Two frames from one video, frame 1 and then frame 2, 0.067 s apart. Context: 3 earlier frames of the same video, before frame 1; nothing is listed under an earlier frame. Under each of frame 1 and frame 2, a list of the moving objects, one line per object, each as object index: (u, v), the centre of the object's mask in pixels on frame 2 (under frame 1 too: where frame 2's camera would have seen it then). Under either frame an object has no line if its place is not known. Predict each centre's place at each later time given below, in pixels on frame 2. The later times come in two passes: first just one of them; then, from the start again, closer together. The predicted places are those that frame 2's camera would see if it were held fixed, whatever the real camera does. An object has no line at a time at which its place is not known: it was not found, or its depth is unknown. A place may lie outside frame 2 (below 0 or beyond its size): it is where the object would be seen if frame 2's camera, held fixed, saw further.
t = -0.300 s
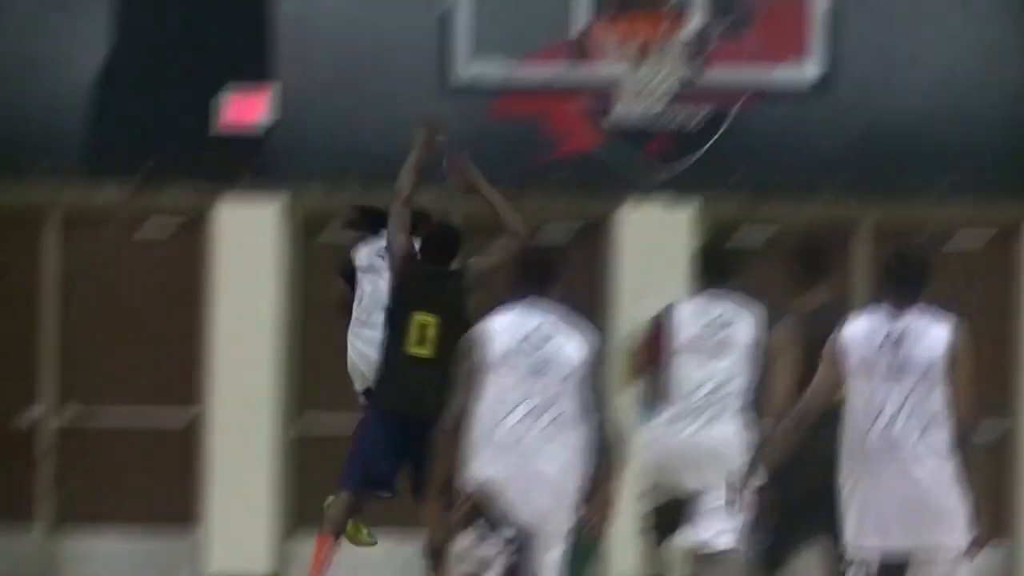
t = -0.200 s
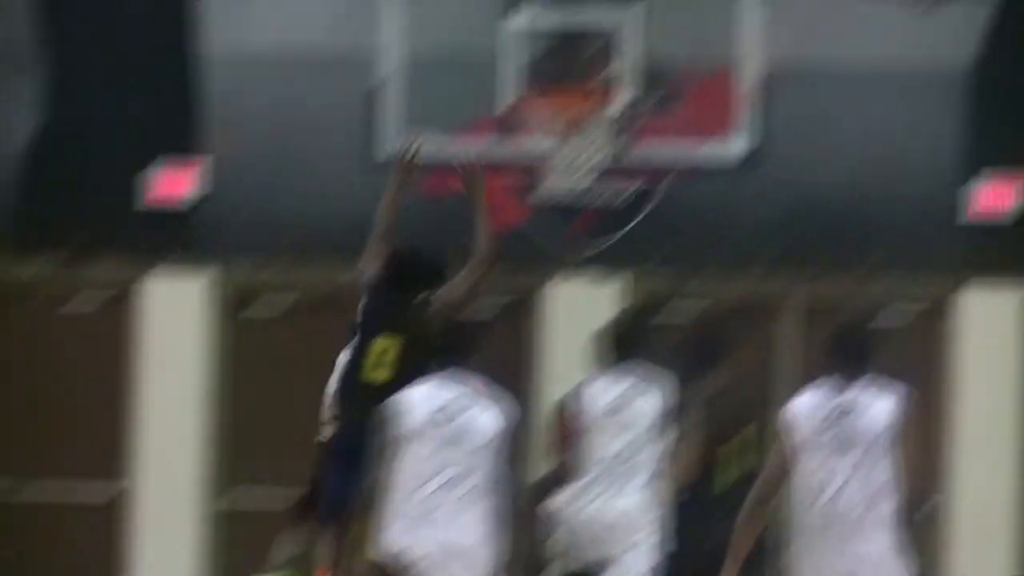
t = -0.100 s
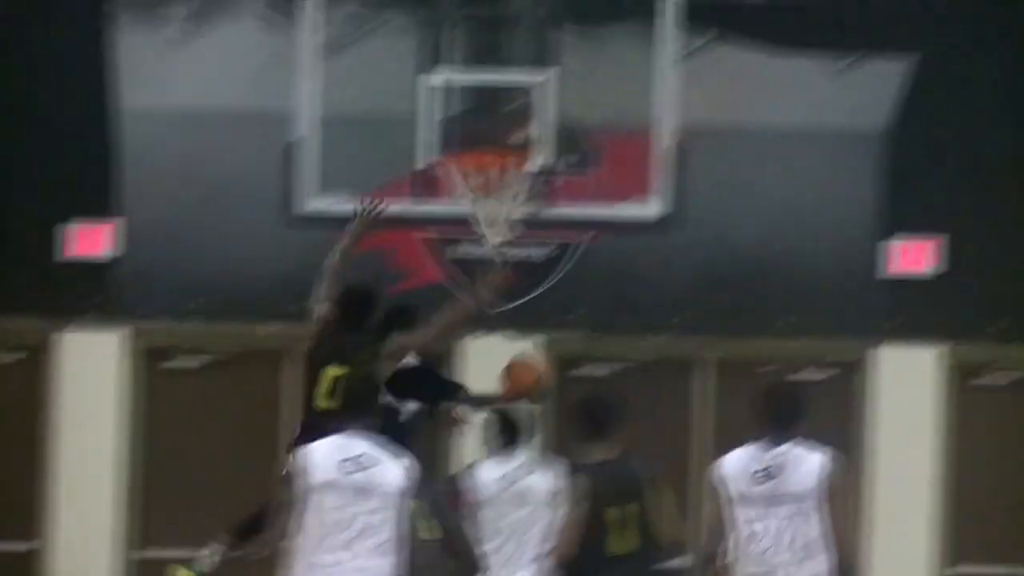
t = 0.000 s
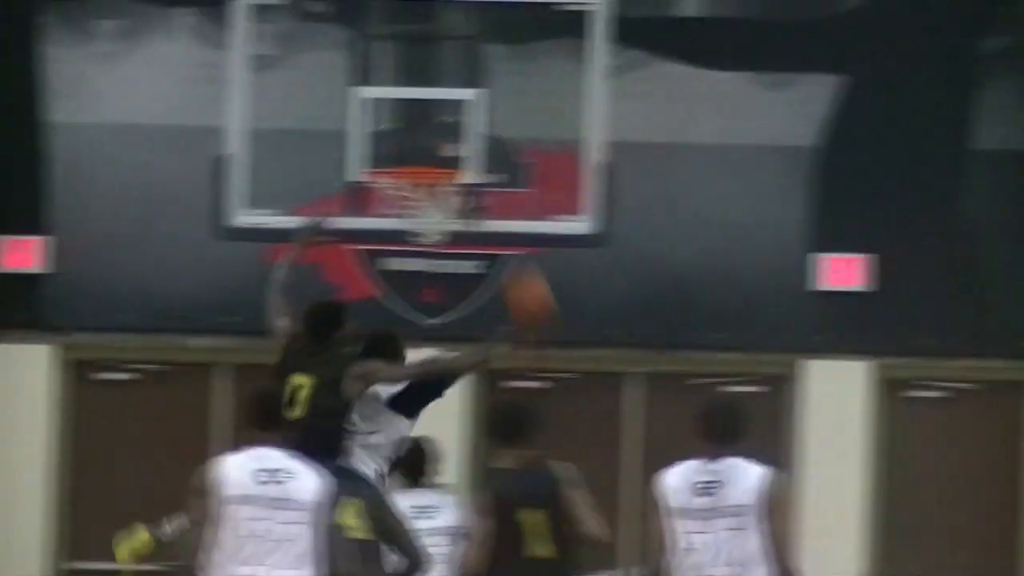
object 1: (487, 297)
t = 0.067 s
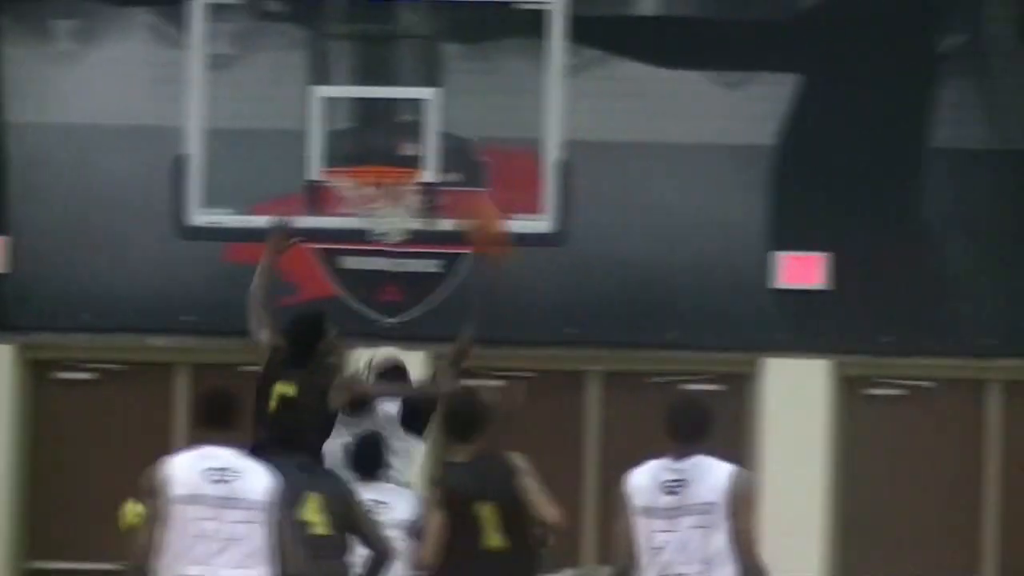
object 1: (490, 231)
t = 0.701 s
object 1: (328, 154)
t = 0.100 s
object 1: (476, 196)
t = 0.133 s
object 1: (467, 164)
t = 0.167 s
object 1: (458, 139)
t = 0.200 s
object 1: (449, 122)
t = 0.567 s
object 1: (348, 145)
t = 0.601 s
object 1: (343, 144)
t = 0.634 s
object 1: (338, 145)
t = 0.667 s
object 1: (333, 149)
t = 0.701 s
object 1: (328, 154)
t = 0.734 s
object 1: (323, 162)
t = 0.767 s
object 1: (318, 172)
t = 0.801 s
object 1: (313, 185)
